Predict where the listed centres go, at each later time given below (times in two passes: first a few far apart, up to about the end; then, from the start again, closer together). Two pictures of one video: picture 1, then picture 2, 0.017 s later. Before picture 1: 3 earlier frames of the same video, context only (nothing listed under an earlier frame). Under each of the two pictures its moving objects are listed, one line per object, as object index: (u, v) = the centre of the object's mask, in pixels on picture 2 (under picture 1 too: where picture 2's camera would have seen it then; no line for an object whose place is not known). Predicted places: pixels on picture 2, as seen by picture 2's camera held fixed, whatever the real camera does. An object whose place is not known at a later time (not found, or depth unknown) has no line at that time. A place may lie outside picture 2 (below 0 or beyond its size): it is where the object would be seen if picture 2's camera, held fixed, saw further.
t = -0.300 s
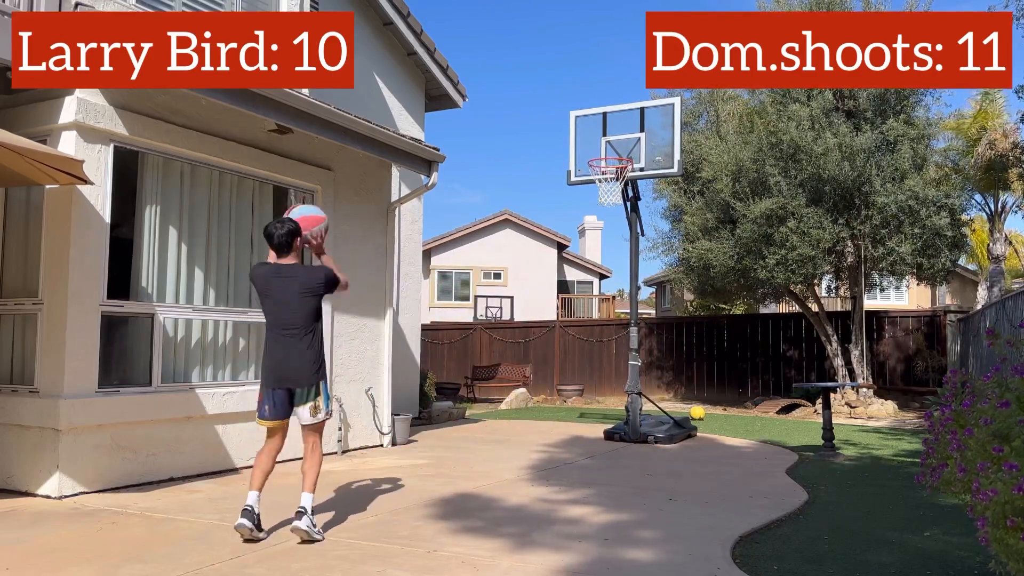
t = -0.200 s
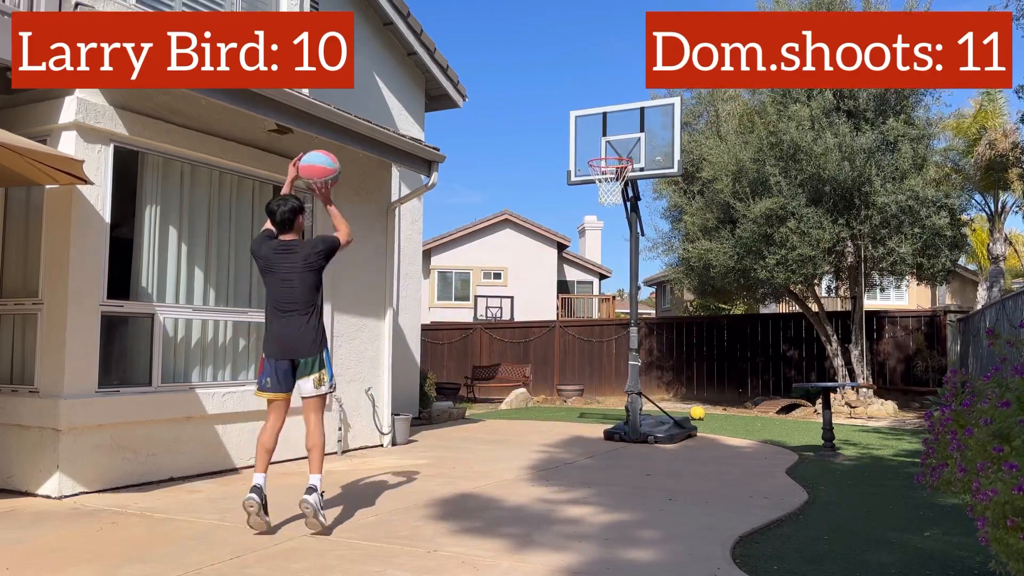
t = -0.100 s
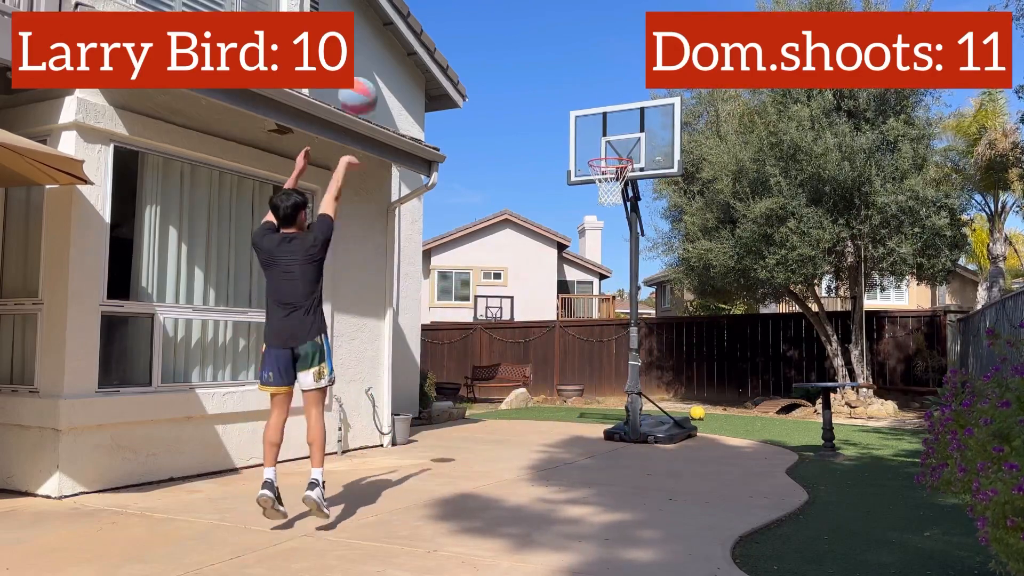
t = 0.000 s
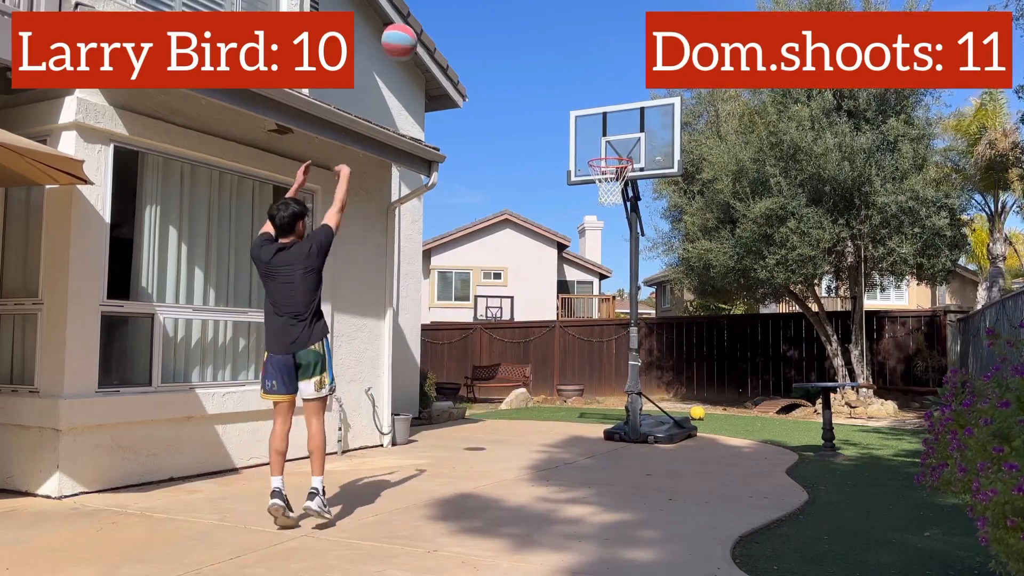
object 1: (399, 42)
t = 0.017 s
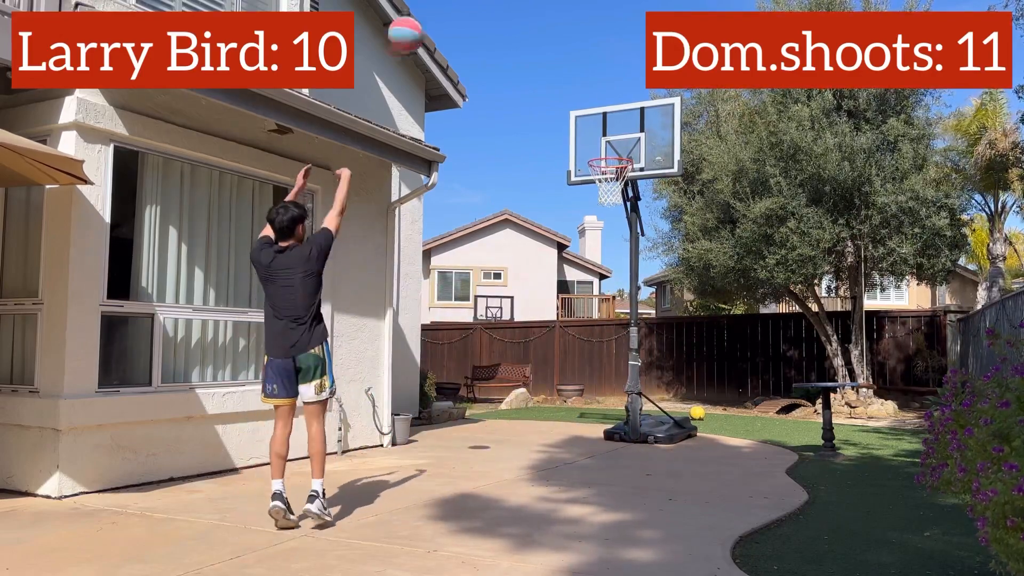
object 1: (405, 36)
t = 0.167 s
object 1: (457, 5)
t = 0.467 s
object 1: (533, 8)
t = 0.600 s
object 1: (560, 37)
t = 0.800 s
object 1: (595, 110)
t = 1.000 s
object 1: (613, 164)
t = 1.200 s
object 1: (605, 194)
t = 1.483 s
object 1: (622, 296)
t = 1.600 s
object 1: (628, 356)
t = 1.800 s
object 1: (638, 403)
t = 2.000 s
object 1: (648, 327)
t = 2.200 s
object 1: (658, 289)
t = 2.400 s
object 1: (667, 286)
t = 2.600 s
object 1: (675, 317)
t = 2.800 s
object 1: (683, 378)
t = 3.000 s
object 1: (728, 416)
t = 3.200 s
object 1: (800, 424)
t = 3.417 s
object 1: (867, 425)
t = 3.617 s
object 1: (924, 429)
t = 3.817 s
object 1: (920, 427)
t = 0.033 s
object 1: (411, 28)
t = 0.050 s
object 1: (418, 23)
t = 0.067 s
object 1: (424, 17)
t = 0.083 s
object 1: (431, 14)
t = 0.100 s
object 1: (435, 11)
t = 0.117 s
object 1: (441, 9)
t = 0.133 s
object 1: (446, 7)
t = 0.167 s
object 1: (457, 5)
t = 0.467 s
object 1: (533, 8)
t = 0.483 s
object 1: (537, 9)
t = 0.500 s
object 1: (540, 11)
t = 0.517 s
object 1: (544, 14)
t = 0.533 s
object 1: (547, 18)
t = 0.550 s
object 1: (550, 22)
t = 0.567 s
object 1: (554, 27)
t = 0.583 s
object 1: (557, 32)
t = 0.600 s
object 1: (560, 37)
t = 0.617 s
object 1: (563, 42)
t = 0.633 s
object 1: (566, 47)
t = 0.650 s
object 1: (569, 53)
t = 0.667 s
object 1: (572, 58)
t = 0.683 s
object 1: (575, 64)
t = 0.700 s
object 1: (578, 70)
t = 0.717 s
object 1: (581, 77)
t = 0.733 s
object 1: (584, 83)
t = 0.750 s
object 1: (586, 90)
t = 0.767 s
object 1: (589, 96)
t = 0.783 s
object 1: (591, 103)
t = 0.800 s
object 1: (595, 110)
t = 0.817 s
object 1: (597, 118)
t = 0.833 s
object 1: (599, 125)
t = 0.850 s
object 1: (602, 132)
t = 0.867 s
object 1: (604, 140)
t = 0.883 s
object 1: (607, 148)
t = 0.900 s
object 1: (609, 151)
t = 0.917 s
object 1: (611, 153)
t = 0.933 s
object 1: (612, 155)
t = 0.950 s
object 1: (614, 159)
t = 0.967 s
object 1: (615, 162)
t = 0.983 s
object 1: (616, 163)
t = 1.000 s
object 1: (613, 164)
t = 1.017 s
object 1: (608, 164)
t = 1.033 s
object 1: (606, 164)
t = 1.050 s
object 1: (601, 164)
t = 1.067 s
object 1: (600, 166)
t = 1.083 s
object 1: (598, 167)
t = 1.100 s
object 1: (600, 172)
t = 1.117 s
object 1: (600, 173)
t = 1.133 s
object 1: (603, 176)
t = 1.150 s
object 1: (600, 177)
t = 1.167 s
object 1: (603, 188)
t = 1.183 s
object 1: (606, 194)
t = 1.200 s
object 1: (605, 194)
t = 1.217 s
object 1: (606, 202)
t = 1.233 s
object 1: (607, 205)
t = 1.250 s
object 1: (607, 208)
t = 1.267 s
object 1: (608, 213)
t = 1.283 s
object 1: (609, 217)
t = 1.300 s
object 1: (610, 222)
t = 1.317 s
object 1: (611, 227)
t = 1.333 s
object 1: (612, 233)
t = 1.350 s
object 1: (613, 239)
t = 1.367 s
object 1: (614, 245)
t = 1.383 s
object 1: (614, 252)
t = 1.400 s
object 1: (616, 259)
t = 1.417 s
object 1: (617, 266)
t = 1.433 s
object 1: (618, 274)
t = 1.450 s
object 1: (619, 281)
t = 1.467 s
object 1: (620, 287)
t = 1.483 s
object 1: (622, 296)
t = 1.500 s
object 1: (622, 303)
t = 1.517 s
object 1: (623, 310)
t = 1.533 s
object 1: (623, 322)
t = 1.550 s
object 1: (624, 329)
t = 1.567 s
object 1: (626, 338)
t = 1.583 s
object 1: (626, 347)
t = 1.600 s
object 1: (628, 356)
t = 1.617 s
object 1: (629, 367)
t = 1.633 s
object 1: (630, 378)
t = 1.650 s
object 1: (632, 388)
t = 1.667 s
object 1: (633, 400)
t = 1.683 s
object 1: (633, 409)
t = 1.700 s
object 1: (634, 418)
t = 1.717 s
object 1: (635, 428)
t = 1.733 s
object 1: (637, 434)
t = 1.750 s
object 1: (637, 429)
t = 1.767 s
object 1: (638, 419)
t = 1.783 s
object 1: (636, 408)
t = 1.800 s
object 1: (638, 403)
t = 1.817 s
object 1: (639, 395)
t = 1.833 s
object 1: (640, 387)
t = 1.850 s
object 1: (641, 380)
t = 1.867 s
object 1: (641, 373)
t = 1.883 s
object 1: (642, 366)
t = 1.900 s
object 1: (644, 360)
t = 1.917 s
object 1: (644, 353)
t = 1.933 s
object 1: (645, 348)
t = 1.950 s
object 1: (646, 342)
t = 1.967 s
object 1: (647, 337)
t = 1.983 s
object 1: (648, 331)
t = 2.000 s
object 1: (648, 327)
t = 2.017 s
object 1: (649, 323)
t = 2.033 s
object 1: (650, 318)
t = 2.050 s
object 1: (651, 315)
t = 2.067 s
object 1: (652, 310)
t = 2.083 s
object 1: (653, 307)
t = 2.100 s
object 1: (653, 304)
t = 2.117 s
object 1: (654, 301)
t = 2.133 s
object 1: (654, 298)
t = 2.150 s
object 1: (654, 295)
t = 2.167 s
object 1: (656, 293)
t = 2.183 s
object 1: (657, 291)
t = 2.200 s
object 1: (658, 289)
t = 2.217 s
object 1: (659, 288)
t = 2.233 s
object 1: (659, 286)
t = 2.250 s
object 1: (659, 286)
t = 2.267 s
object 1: (660, 285)
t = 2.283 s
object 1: (661, 284)
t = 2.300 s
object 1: (662, 284)
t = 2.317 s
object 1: (663, 283)
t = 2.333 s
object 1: (663, 283)
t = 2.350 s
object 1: (664, 284)
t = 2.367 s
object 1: (665, 284)
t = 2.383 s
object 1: (666, 286)
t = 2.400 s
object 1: (667, 286)
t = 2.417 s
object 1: (667, 287)
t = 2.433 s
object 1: (668, 288)
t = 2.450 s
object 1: (669, 289)
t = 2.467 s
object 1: (670, 292)
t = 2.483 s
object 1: (670, 294)
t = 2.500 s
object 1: (671, 298)
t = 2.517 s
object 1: (672, 299)
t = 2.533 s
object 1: (673, 302)
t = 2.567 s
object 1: (673, 309)
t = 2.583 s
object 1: (674, 313)
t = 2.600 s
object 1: (675, 317)
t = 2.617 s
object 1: (676, 321)
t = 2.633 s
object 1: (676, 324)
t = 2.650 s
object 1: (677, 329)
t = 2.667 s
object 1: (678, 333)
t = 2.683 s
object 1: (678, 338)
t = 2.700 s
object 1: (679, 343)
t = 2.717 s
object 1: (680, 348)
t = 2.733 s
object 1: (681, 354)
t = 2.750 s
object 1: (681, 360)
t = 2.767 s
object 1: (682, 365)
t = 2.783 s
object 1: (683, 371)
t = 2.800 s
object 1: (683, 378)
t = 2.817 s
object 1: (684, 383)
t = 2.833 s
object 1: (685, 391)
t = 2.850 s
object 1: (685, 397)
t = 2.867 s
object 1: (685, 405)
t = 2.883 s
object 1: (687, 411)
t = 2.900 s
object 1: (691, 415)
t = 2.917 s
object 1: (696, 414)
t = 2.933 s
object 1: (702, 414)
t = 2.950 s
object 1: (709, 414)
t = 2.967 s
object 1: (715, 415)
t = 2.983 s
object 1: (722, 416)
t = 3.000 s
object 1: (728, 416)
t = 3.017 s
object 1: (735, 417)
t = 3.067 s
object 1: (754, 423)
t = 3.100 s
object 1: (768, 429)
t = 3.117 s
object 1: (775, 431)
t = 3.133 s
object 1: (780, 432)
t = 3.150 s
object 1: (785, 430)
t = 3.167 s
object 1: (790, 429)
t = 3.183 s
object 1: (795, 427)
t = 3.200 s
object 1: (800, 424)
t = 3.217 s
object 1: (805, 423)
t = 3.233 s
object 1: (810, 421)
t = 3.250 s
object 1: (812, 420)
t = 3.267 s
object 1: (816, 420)
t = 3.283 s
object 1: (819, 419)
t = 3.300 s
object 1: (837, 419)
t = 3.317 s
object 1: (839, 419)
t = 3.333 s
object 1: (842, 419)
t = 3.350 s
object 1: (846, 420)
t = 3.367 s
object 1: (851, 421)
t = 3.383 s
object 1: (856, 422)
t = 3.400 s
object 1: (862, 424)
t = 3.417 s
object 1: (867, 425)
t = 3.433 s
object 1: (872, 427)
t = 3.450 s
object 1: (878, 429)
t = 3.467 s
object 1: (883, 432)
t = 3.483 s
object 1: (888, 434)
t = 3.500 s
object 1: (894, 434)
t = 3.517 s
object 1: (899, 433)
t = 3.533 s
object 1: (904, 432)
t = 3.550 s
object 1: (910, 432)
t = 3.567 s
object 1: (915, 431)
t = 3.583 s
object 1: (918, 431)
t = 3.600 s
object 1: (921, 429)
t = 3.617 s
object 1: (924, 429)
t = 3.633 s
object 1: (927, 428)
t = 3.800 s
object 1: (924, 425)
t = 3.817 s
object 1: (920, 427)
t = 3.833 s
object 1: (920, 427)
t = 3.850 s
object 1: (917, 426)
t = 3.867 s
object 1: (915, 426)
